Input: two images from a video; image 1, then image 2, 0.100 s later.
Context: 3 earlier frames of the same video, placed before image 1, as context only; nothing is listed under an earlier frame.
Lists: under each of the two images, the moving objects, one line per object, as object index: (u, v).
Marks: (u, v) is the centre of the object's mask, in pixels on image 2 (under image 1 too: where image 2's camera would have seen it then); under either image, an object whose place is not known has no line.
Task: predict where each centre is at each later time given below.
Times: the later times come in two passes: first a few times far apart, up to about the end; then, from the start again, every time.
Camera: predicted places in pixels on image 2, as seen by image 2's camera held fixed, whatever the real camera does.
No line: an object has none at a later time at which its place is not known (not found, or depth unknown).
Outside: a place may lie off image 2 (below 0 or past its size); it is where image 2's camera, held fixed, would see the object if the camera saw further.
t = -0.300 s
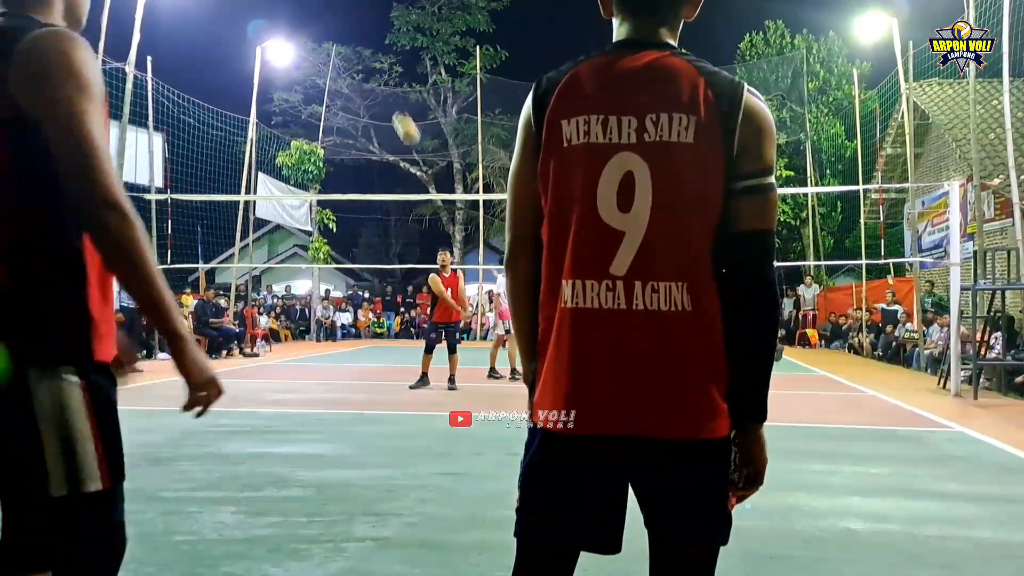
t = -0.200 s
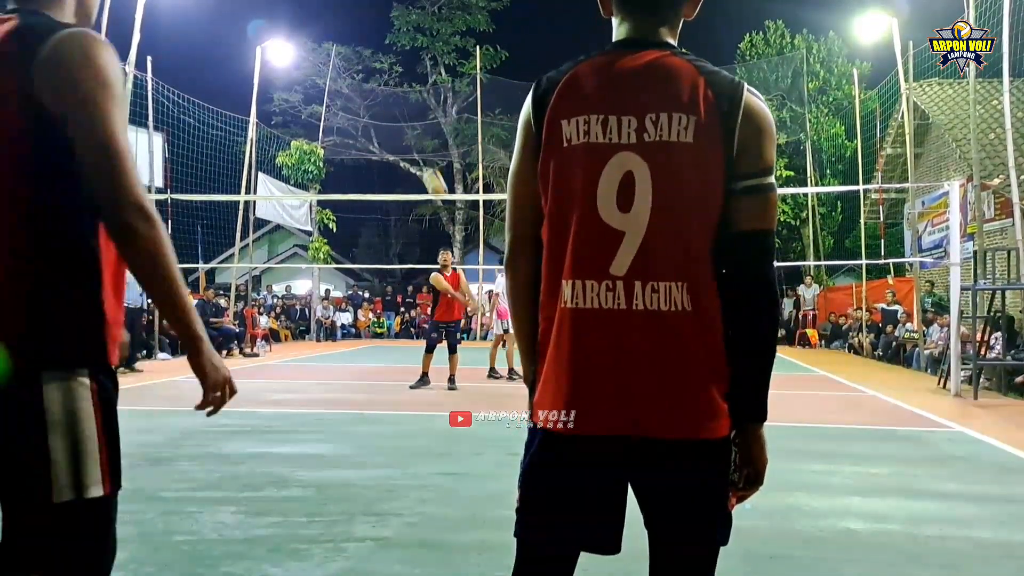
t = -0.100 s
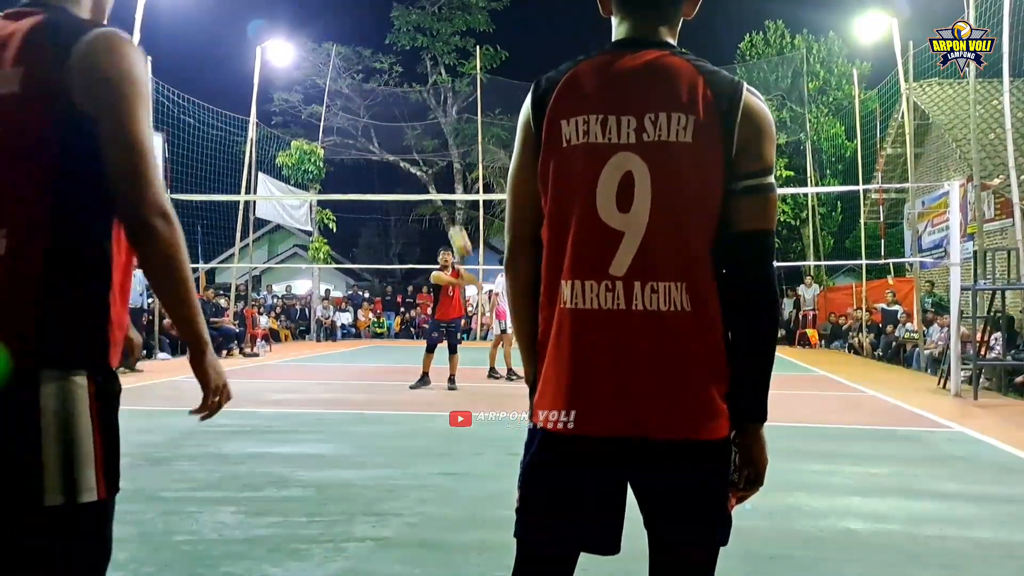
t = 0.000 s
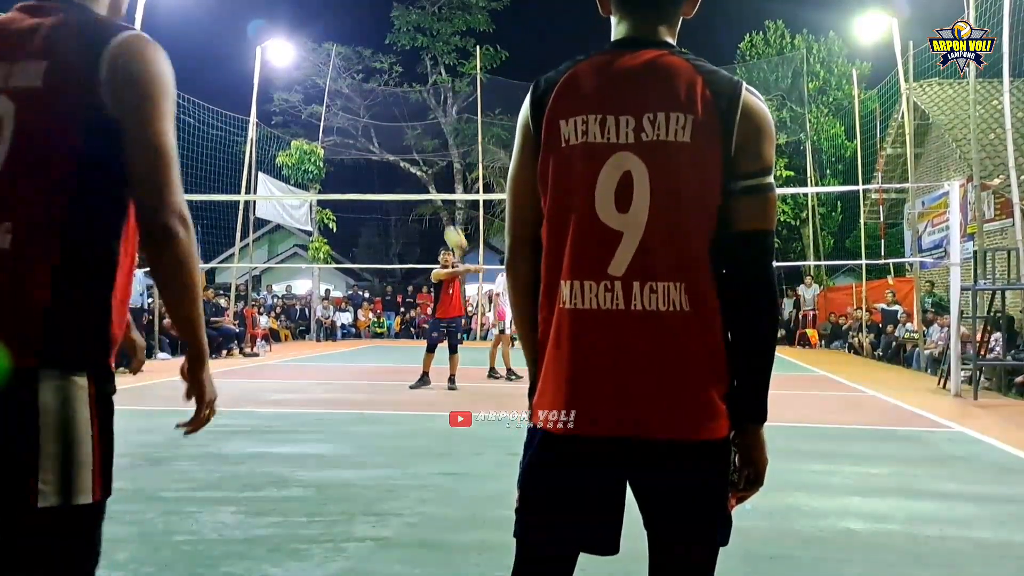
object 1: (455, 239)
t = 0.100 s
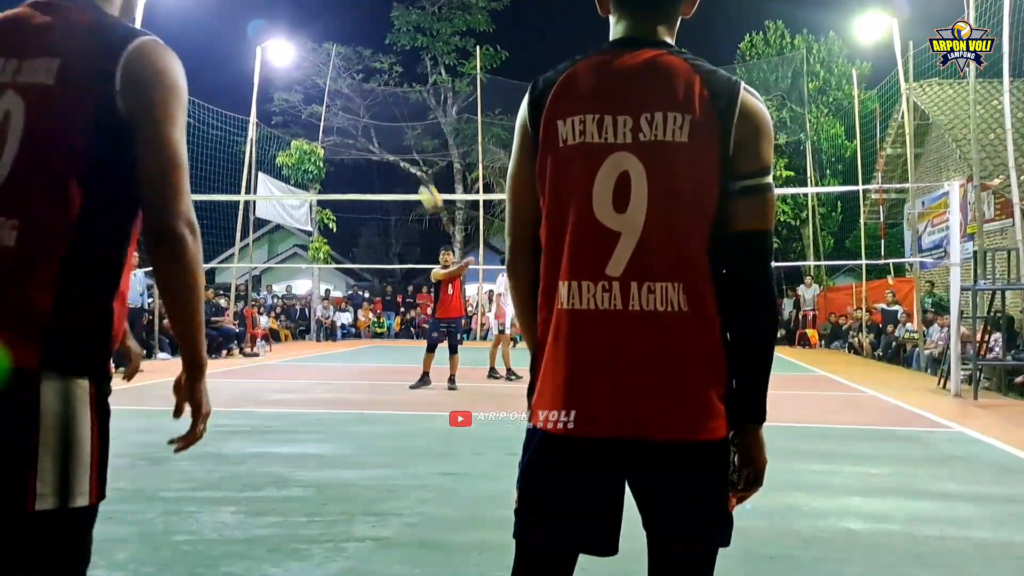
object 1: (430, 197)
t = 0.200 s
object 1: (404, 161)
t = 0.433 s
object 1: (338, 103)
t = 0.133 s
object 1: (422, 183)
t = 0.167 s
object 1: (413, 173)
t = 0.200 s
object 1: (404, 161)
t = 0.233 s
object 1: (395, 151)
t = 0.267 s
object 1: (386, 141)
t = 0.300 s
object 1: (376, 132)
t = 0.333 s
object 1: (367, 124)
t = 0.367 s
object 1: (357, 116)
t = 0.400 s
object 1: (348, 110)
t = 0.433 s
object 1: (338, 103)
